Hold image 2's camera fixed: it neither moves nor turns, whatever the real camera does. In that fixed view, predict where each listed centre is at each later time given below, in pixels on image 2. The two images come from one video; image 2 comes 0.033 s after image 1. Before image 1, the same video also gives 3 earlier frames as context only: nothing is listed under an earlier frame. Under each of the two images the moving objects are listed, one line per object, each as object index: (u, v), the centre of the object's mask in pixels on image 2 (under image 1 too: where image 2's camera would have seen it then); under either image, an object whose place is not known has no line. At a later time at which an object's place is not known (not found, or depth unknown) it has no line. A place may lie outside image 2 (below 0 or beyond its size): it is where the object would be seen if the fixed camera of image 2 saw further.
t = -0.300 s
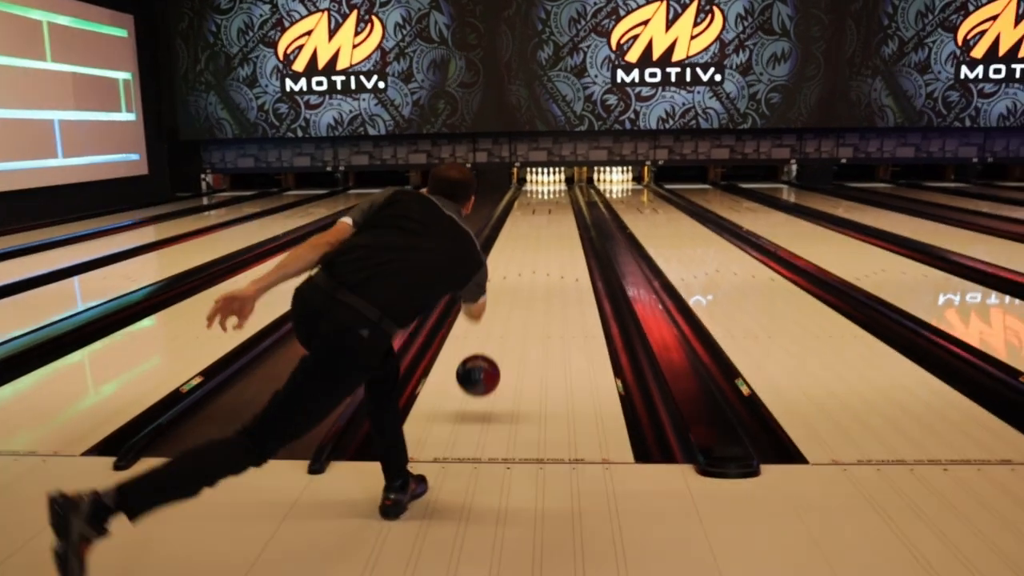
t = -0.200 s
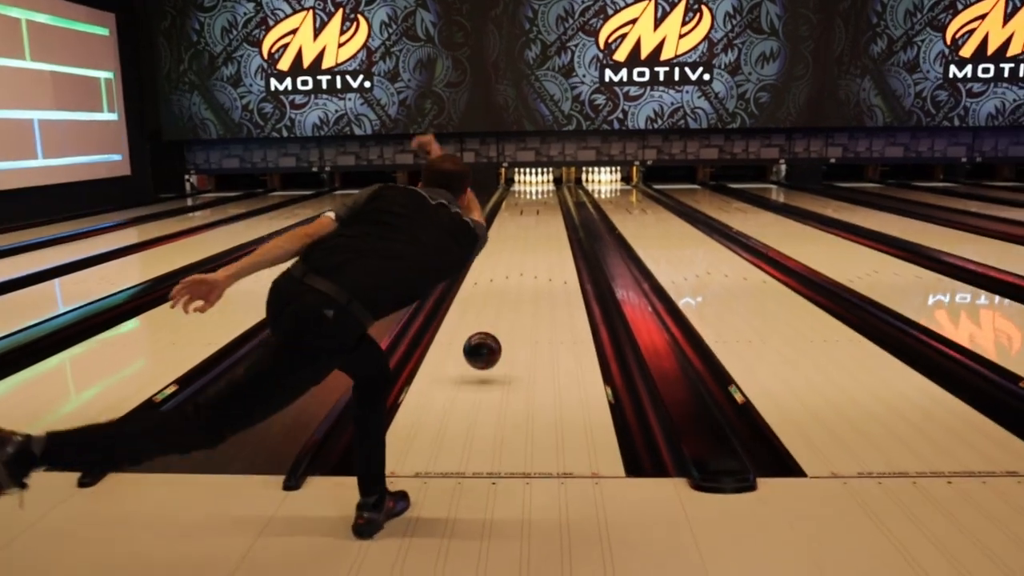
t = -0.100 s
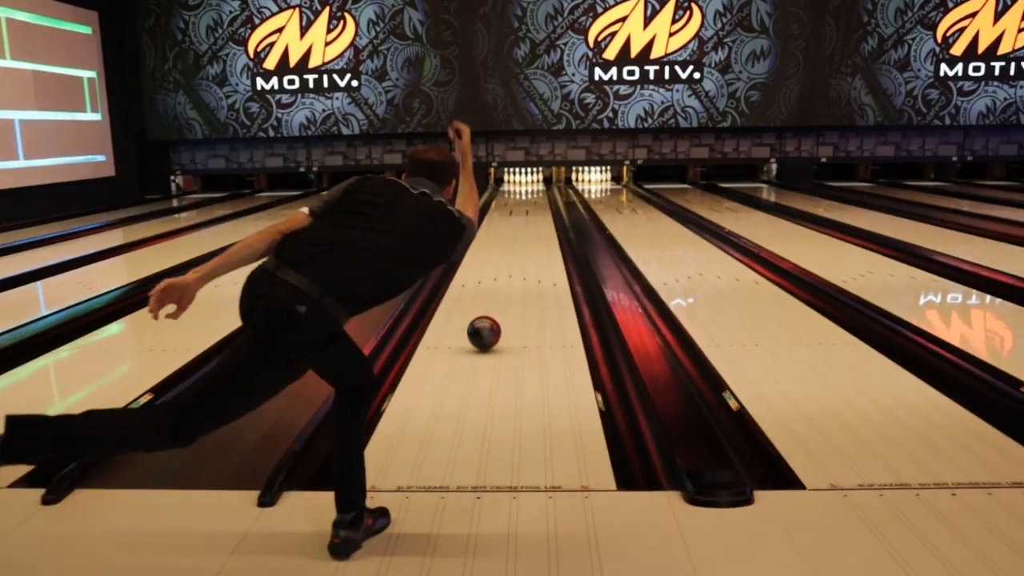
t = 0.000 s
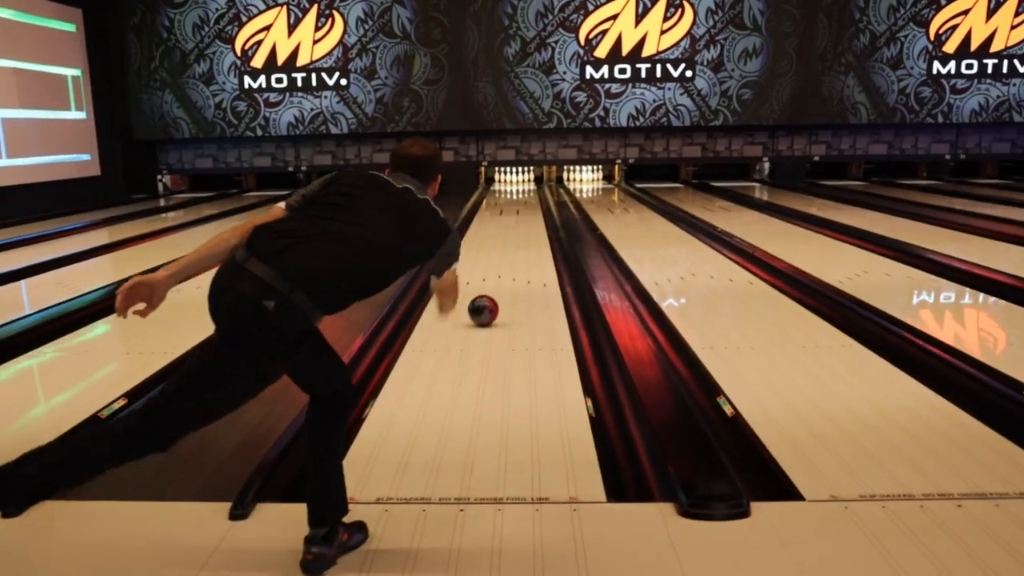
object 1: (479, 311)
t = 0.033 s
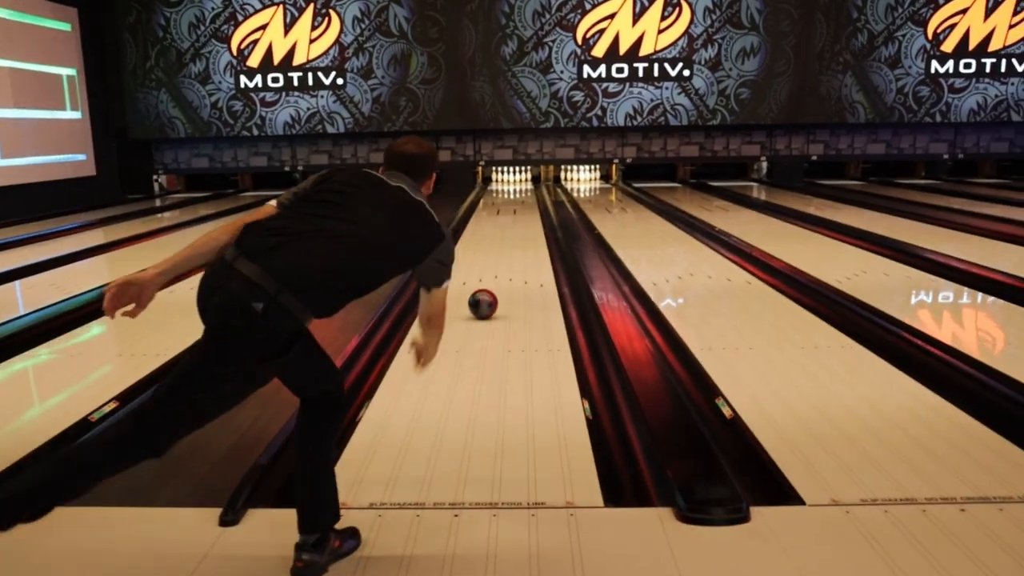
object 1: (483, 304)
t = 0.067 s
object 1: (486, 297)
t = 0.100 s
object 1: (489, 291)
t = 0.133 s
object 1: (492, 285)
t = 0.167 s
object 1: (494, 280)
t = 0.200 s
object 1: (496, 275)
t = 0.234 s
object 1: (498, 270)
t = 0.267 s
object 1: (500, 265)
